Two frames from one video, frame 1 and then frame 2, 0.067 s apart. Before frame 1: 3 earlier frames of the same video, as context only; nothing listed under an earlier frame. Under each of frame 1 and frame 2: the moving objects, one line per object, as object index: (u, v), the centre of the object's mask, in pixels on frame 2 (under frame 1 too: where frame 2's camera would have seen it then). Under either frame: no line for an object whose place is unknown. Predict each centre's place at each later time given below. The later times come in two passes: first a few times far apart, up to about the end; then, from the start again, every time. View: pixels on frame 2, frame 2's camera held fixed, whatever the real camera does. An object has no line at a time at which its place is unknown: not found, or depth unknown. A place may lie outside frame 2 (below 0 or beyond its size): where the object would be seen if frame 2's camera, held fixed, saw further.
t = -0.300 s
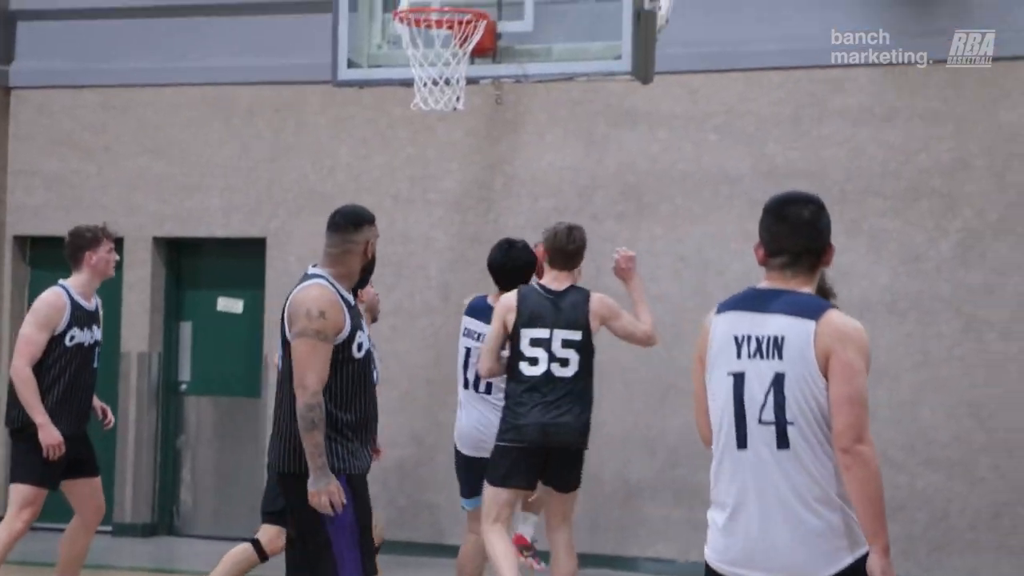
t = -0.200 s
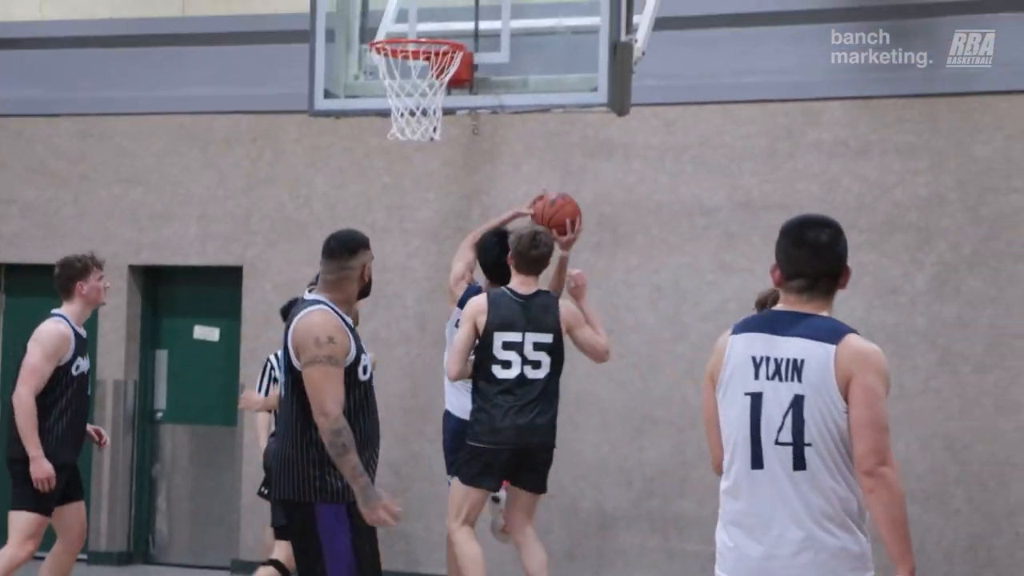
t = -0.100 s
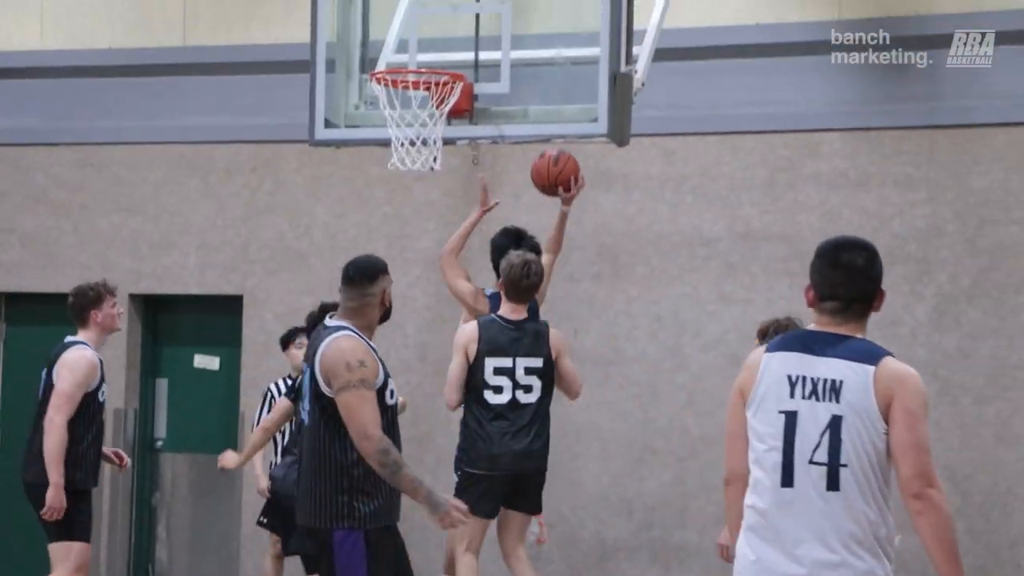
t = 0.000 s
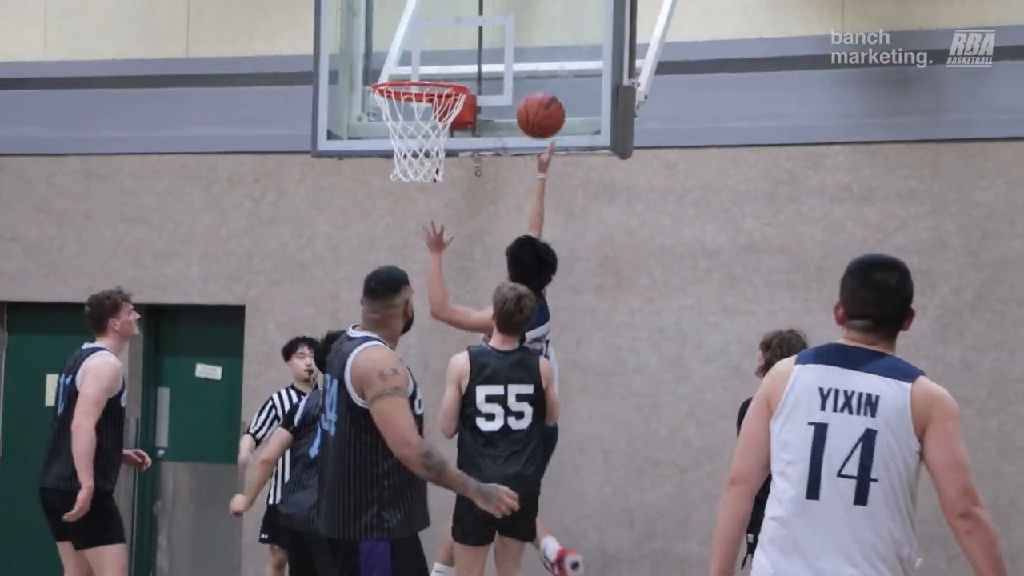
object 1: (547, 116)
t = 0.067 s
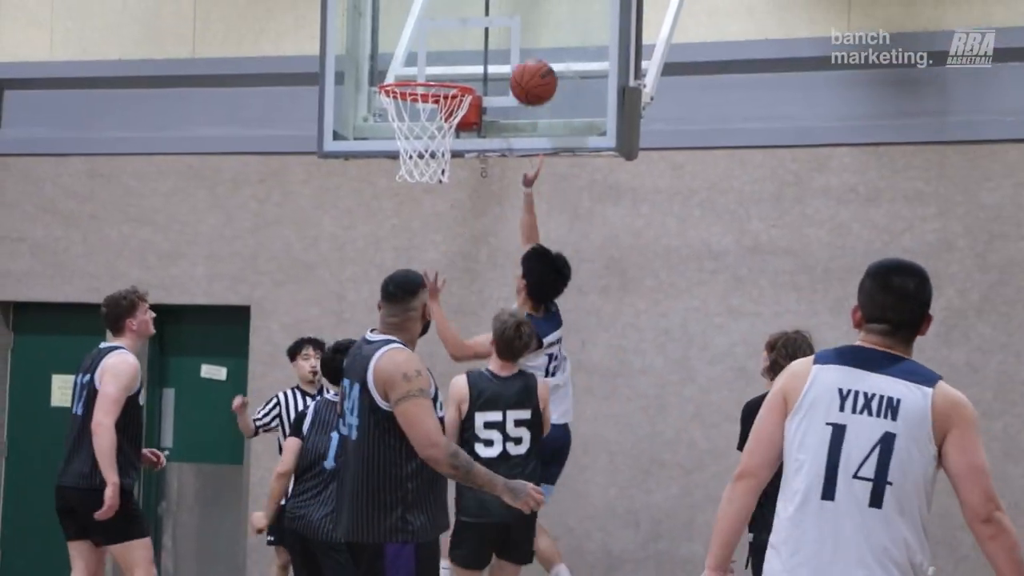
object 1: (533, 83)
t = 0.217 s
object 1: (491, 41)
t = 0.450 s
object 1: (401, 60)
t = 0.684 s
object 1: (395, 65)
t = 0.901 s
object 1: (414, 109)
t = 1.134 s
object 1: (428, 217)
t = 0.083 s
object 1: (530, 75)
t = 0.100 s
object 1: (526, 69)
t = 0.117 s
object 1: (523, 63)
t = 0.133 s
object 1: (520, 57)
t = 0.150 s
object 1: (517, 53)
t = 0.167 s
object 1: (511, 49)
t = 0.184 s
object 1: (505, 46)
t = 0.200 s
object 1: (498, 43)
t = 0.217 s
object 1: (491, 41)
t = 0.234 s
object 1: (485, 39)
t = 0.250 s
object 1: (478, 38)
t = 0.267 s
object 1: (472, 37)
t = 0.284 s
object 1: (465, 37)
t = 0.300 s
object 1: (459, 37)
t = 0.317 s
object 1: (452, 38)
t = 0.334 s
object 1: (445, 39)
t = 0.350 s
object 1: (438, 41)
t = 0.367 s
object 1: (432, 43)
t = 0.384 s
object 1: (425, 46)
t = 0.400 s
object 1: (418, 50)
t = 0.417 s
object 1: (411, 54)
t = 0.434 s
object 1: (404, 58)
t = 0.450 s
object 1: (401, 60)
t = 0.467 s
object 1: (400, 58)
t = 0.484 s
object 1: (399, 57)
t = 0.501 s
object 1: (399, 55)
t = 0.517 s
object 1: (398, 54)
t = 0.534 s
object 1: (398, 54)
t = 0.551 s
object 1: (397, 54)
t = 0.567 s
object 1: (397, 54)
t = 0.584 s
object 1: (397, 55)
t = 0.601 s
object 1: (396, 56)
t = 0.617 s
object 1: (396, 58)
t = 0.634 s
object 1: (395, 60)
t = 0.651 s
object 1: (395, 63)
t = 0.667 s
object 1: (395, 65)
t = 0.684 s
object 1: (395, 65)
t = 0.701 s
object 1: (397, 65)
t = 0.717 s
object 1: (398, 66)
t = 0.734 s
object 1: (400, 66)
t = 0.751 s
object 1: (401, 67)
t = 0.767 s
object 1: (402, 69)
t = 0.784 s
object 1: (405, 70)
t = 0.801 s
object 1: (405, 71)
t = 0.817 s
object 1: (407, 72)
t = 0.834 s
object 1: (408, 89)
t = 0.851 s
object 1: (410, 93)
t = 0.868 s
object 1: (411, 100)
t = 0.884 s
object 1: (413, 105)
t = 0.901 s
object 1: (414, 109)
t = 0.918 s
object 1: (414, 114)
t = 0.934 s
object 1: (417, 123)
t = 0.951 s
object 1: (420, 131)
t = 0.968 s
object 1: (420, 139)
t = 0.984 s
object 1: (419, 146)
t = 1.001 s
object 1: (420, 153)
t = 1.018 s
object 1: (420, 158)
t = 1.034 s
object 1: (422, 165)
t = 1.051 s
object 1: (423, 174)
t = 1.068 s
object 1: (423, 184)
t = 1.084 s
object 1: (425, 192)
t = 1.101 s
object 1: (425, 200)
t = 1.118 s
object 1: (426, 208)
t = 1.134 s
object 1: (428, 217)
